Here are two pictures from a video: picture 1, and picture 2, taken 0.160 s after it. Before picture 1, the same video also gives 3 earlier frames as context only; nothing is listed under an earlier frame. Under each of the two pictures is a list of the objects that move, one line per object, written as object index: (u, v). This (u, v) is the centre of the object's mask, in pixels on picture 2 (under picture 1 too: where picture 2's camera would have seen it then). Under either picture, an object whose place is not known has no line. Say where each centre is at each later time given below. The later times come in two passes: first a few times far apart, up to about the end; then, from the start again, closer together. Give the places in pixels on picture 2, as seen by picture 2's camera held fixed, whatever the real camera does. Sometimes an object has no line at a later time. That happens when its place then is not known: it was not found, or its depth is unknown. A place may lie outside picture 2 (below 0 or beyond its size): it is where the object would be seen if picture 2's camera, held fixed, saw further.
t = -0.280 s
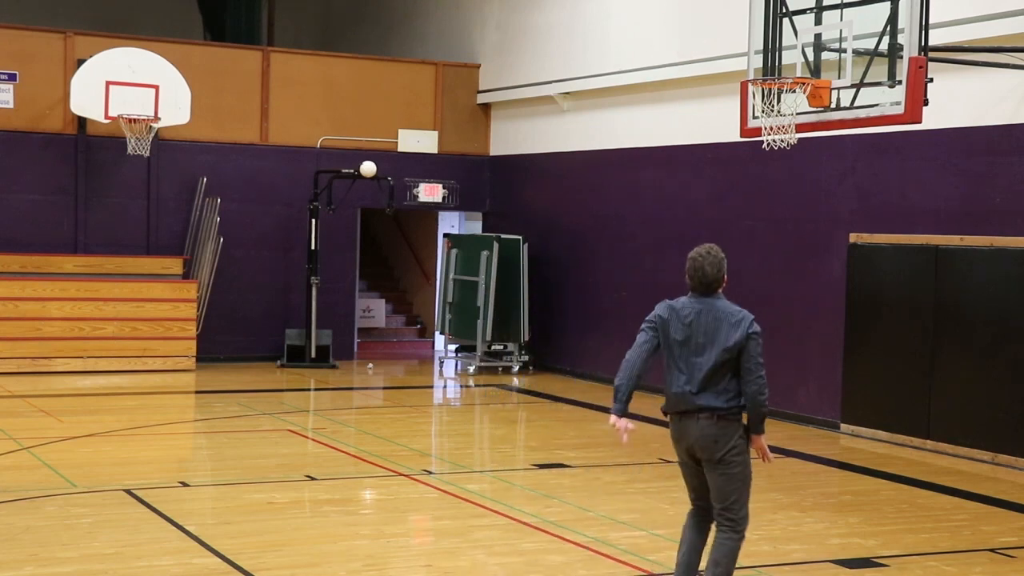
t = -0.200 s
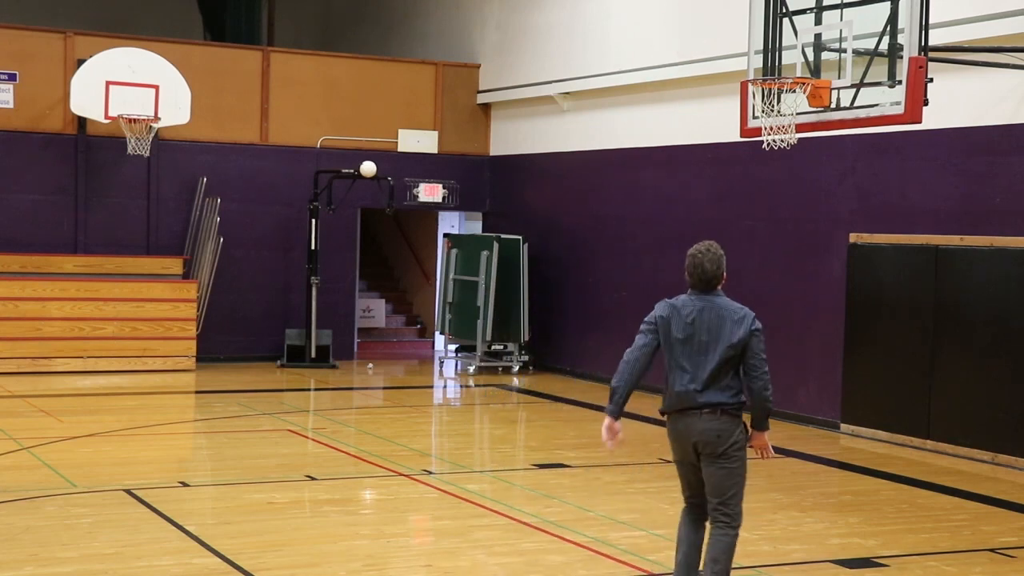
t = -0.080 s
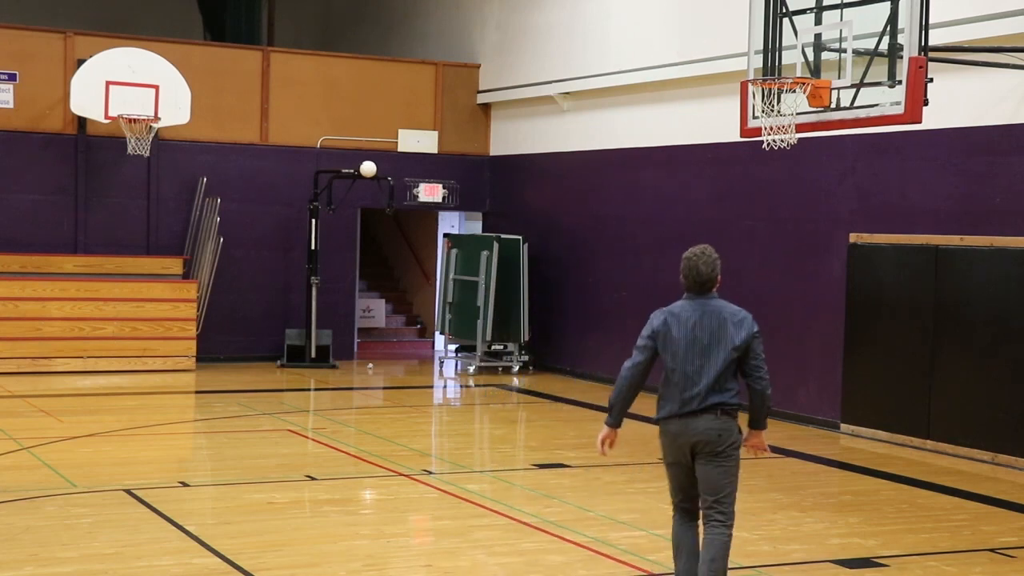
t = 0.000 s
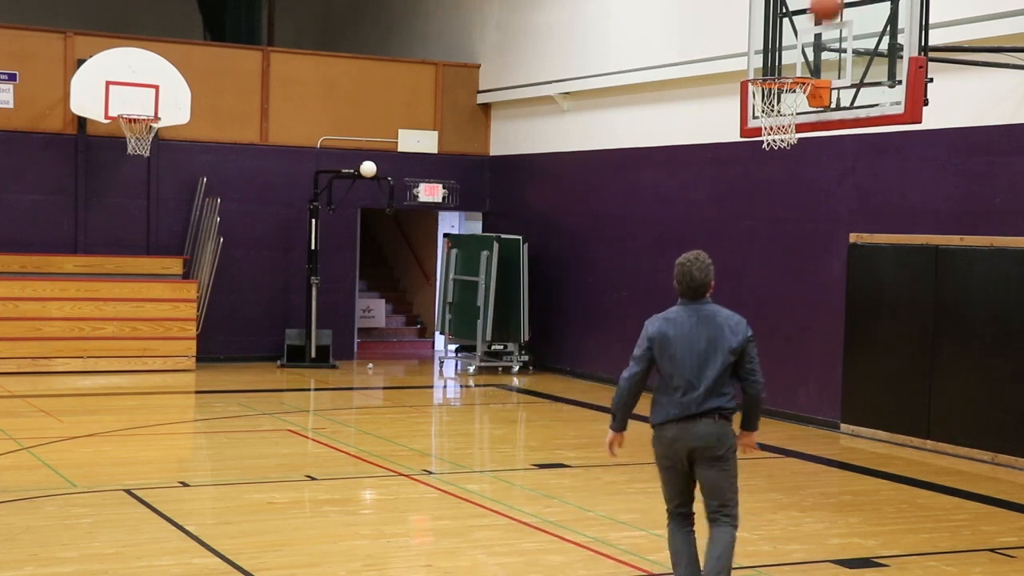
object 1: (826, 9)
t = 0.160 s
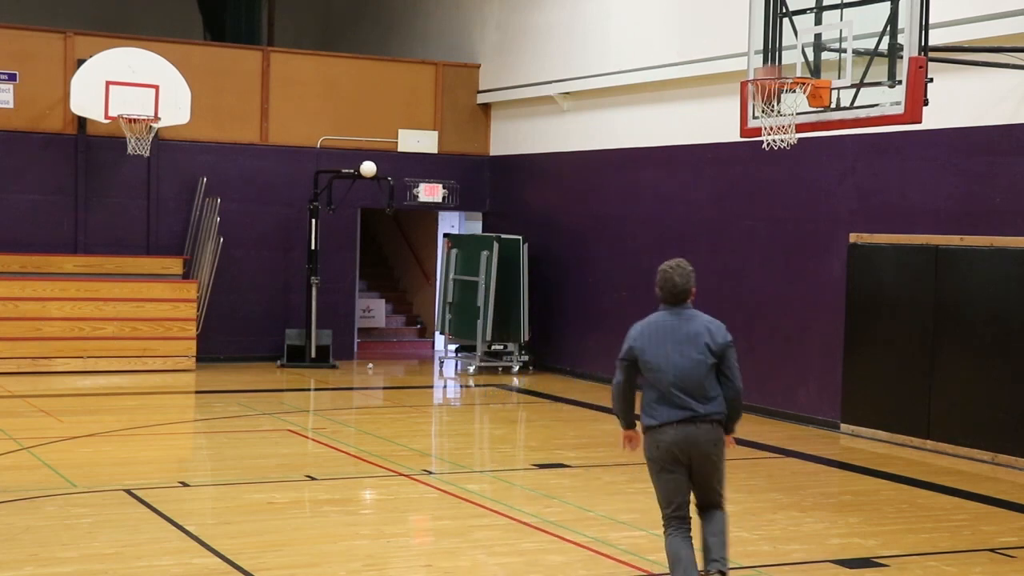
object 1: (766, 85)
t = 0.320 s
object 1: (757, 128)
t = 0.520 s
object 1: (765, 200)
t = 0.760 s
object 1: (770, 359)
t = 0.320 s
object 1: (757, 128)
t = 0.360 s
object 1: (759, 139)
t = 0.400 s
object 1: (760, 150)
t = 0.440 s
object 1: (762, 164)
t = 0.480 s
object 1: (764, 181)
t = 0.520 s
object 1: (765, 200)
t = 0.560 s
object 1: (766, 221)
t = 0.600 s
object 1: (767, 244)
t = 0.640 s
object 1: (768, 270)
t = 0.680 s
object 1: (769, 297)
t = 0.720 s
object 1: (769, 328)
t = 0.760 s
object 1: (770, 359)
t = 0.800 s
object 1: (770, 391)
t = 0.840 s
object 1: (771, 428)
